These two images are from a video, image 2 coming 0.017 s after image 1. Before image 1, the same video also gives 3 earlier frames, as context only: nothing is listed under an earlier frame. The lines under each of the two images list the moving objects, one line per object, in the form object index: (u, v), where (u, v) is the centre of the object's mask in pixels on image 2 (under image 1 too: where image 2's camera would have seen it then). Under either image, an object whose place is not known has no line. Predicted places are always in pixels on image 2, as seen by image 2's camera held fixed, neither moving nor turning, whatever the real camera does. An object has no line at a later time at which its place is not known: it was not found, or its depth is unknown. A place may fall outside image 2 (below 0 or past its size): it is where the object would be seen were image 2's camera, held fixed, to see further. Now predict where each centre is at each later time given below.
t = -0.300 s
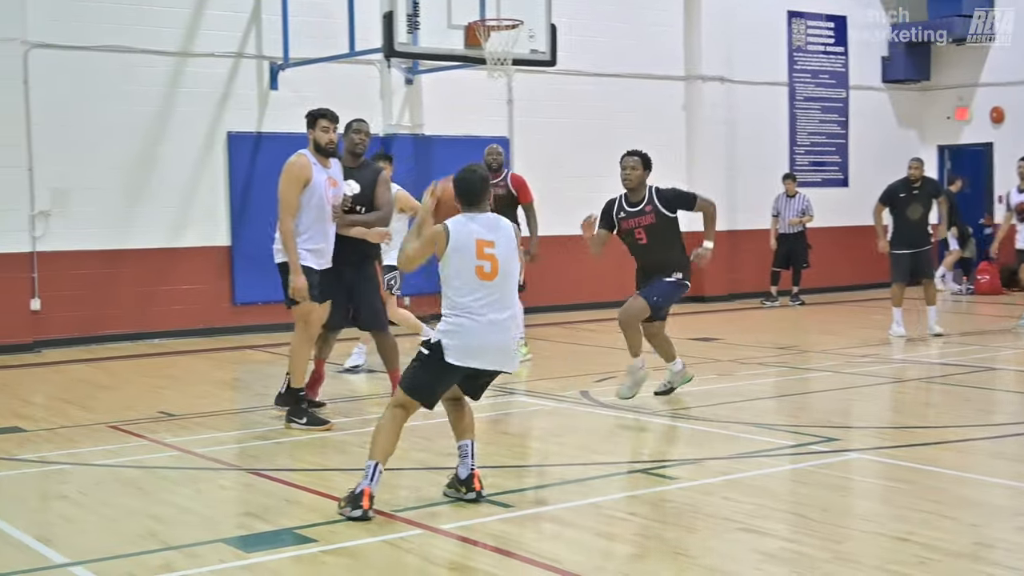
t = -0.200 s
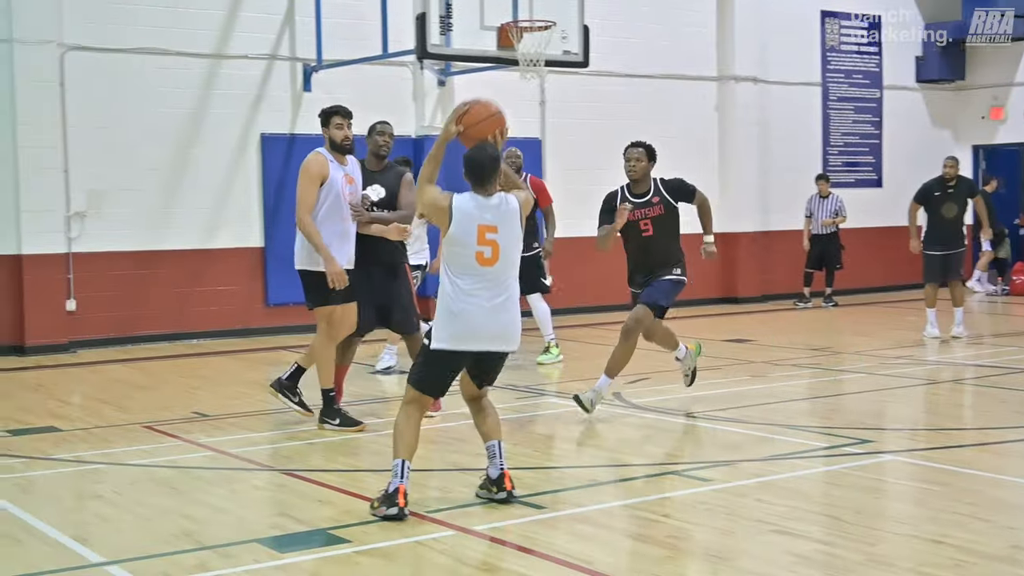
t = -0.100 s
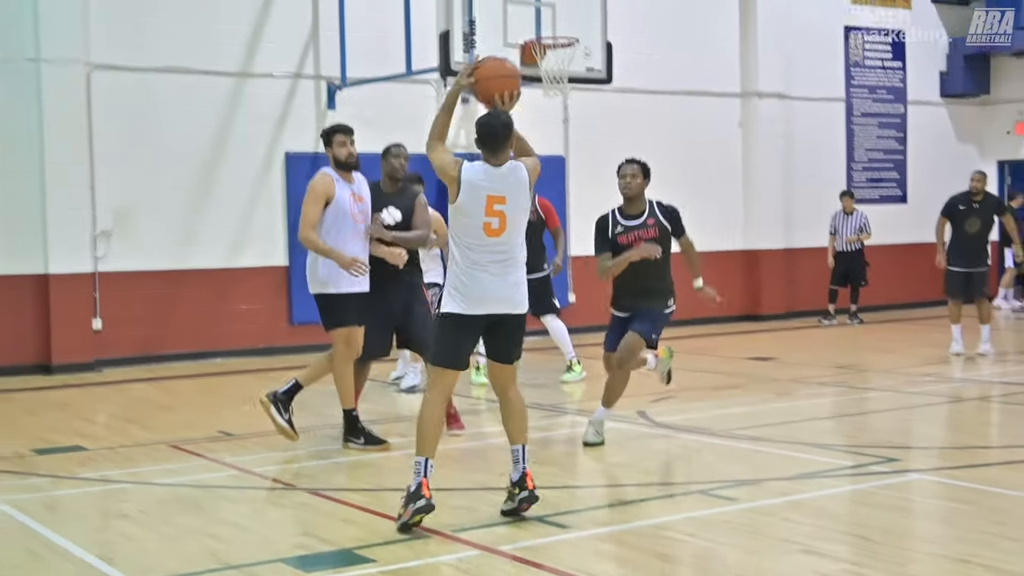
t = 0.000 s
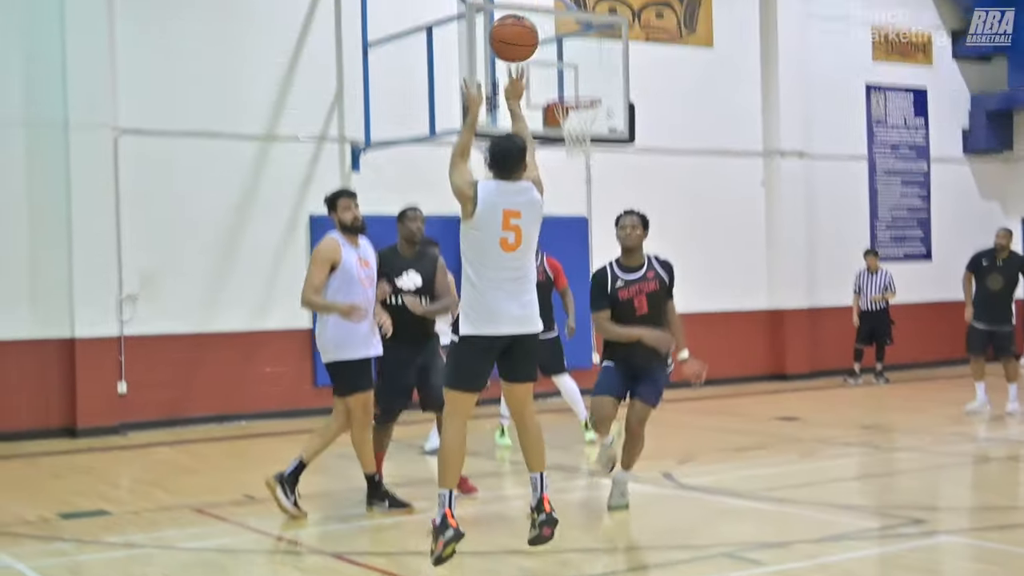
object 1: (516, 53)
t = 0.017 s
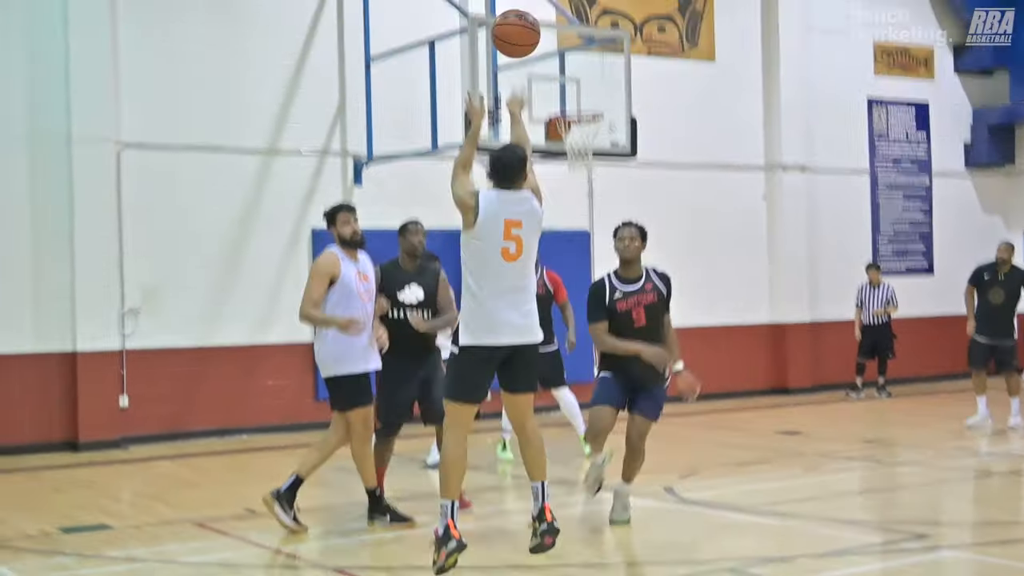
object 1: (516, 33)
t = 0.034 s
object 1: (516, 13)
